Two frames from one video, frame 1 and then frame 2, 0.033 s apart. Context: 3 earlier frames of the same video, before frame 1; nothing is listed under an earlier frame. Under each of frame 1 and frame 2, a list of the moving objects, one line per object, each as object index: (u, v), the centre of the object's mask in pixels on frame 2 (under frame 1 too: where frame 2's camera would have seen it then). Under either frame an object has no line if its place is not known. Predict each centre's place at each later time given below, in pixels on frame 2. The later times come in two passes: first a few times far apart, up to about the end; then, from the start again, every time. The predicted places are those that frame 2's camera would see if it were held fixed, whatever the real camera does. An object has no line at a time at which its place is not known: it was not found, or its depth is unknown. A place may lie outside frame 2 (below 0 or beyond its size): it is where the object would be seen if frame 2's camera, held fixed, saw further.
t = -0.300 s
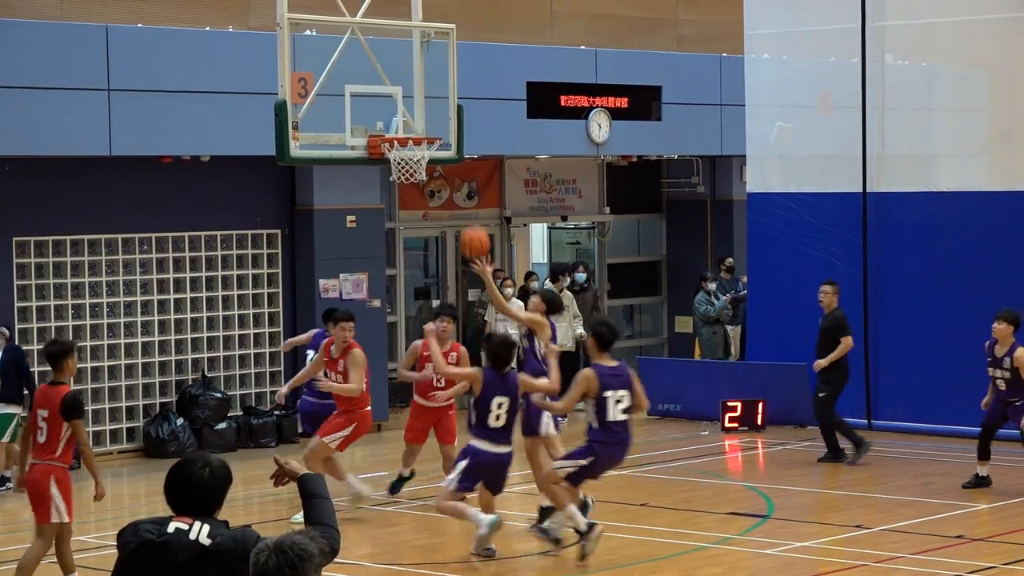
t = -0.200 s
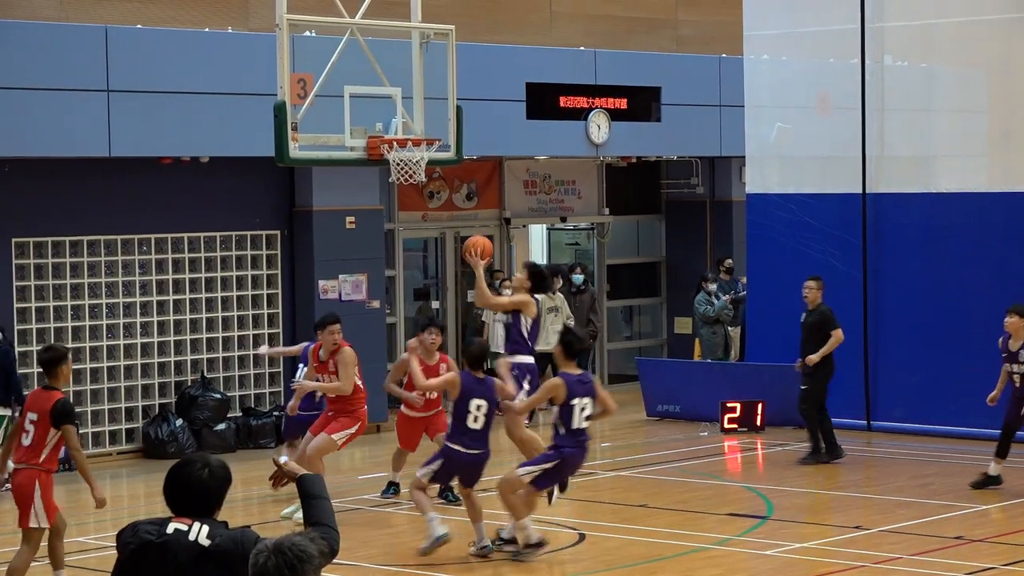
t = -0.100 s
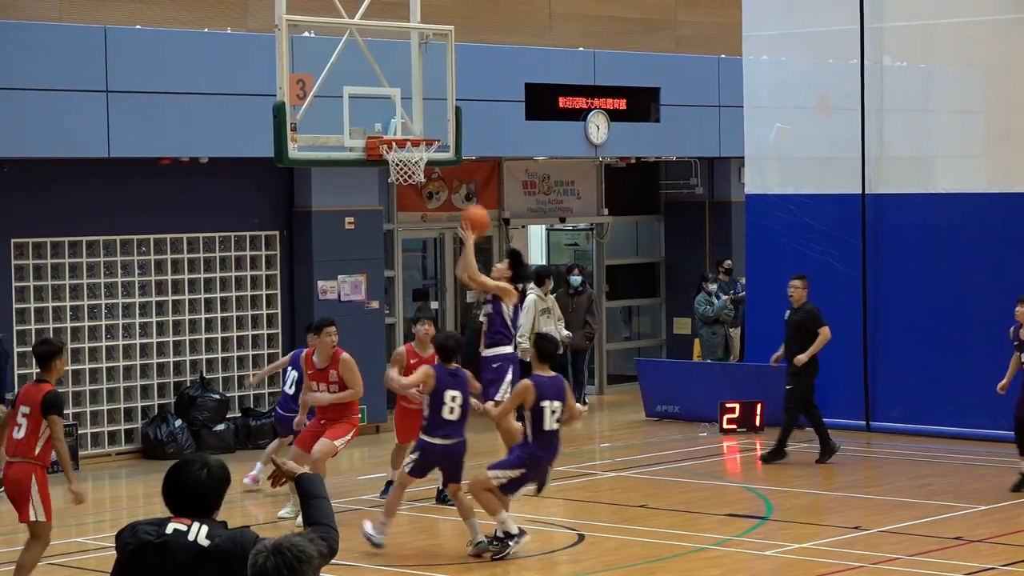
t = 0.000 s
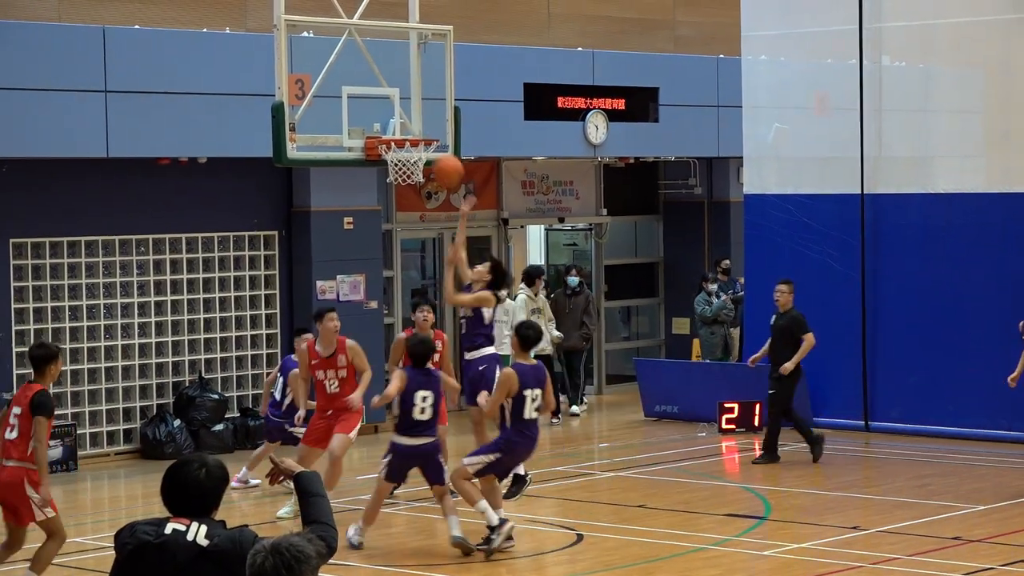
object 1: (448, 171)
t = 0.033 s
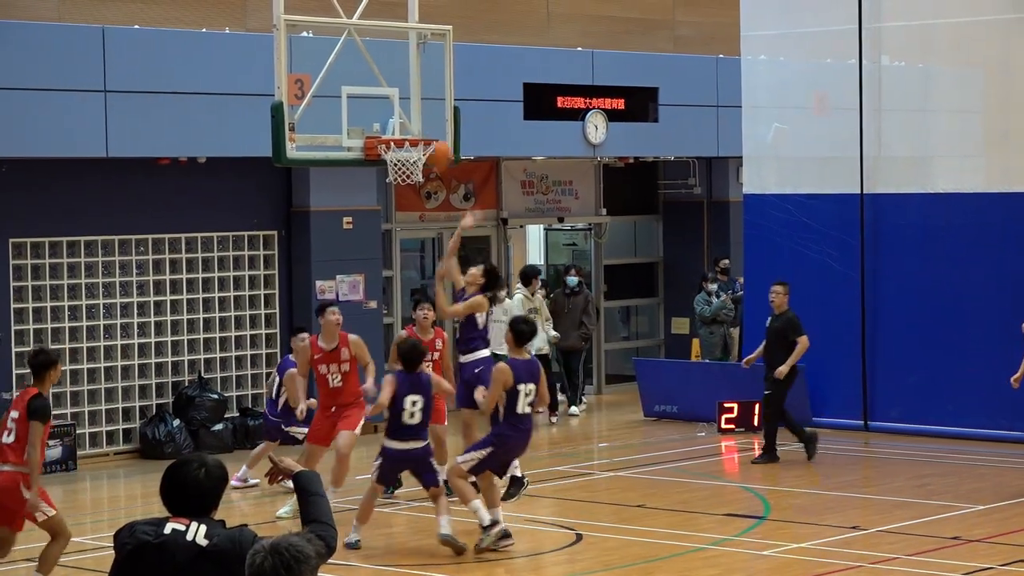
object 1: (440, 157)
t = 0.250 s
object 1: (404, 103)
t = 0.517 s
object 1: (404, 119)
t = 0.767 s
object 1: (404, 118)
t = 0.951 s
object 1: (409, 162)
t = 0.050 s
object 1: (436, 148)
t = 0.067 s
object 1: (430, 135)
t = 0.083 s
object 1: (422, 130)
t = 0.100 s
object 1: (418, 127)
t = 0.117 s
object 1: (412, 123)
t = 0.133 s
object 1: (408, 118)
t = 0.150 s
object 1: (405, 115)
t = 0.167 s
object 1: (405, 112)
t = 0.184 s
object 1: (404, 109)
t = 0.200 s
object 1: (404, 107)
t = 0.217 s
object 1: (404, 105)
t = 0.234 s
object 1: (404, 104)
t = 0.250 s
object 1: (404, 103)
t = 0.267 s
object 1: (404, 102)
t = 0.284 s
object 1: (404, 102)
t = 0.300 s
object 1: (404, 102)
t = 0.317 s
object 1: (404, 102)
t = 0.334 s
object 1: (404, 102)
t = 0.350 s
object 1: (404, 103)
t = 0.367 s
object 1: (404, 104)
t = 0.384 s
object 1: (403, 106)
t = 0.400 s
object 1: (403, 108)
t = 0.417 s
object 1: (404, 110)
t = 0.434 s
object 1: (403, 113)
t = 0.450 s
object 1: (404, 116)
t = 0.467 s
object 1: (404, 120)
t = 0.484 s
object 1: (404, 123)
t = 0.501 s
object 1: (404, 122)
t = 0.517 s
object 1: (404, 119)
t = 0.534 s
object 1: (403, 116)
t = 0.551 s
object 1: (404, 114)
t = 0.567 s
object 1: (404, 112)
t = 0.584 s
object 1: (404, 111)
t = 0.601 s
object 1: (404, 110)
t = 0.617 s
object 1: (404, 109)
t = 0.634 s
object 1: (403, 109)
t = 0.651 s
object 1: (403, 109)
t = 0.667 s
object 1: (403, 109)
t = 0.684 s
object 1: (404, 109)
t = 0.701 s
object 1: (404, 110)
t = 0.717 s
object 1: (404, 111)
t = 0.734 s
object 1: (404, 113)
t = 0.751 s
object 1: (404, 115)
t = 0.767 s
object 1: (404, 118)
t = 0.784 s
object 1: (404, 121)
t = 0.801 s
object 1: (404, 123)
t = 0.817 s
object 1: (405, 126)
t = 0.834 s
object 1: (405, 128)
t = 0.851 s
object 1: (405, 129)
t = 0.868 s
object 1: (405, 133)
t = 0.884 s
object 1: (406, 143)
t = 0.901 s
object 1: (406, 148)
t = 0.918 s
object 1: (406, 150)
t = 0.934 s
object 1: (407, 159)
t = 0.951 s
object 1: (409, 162)
